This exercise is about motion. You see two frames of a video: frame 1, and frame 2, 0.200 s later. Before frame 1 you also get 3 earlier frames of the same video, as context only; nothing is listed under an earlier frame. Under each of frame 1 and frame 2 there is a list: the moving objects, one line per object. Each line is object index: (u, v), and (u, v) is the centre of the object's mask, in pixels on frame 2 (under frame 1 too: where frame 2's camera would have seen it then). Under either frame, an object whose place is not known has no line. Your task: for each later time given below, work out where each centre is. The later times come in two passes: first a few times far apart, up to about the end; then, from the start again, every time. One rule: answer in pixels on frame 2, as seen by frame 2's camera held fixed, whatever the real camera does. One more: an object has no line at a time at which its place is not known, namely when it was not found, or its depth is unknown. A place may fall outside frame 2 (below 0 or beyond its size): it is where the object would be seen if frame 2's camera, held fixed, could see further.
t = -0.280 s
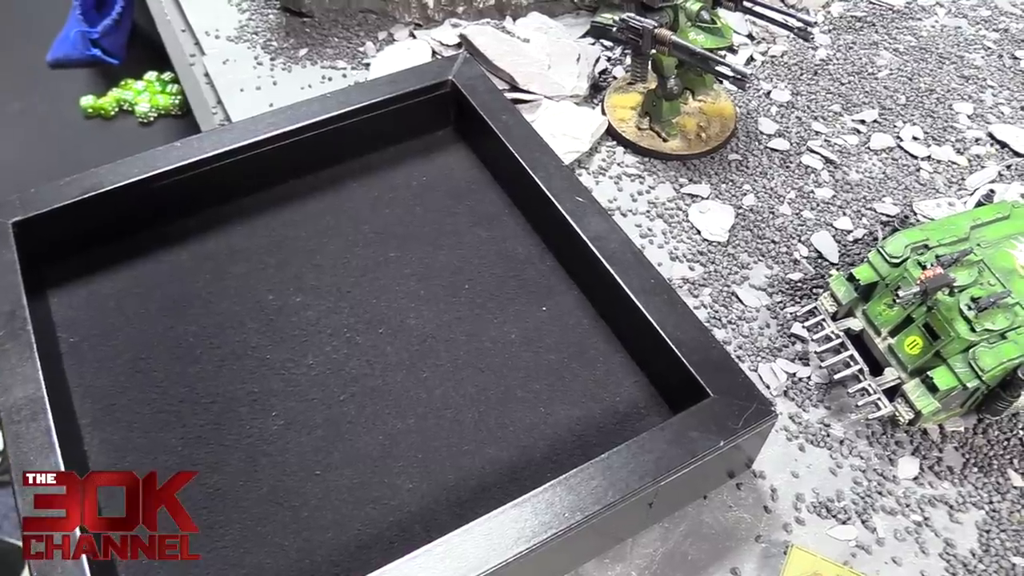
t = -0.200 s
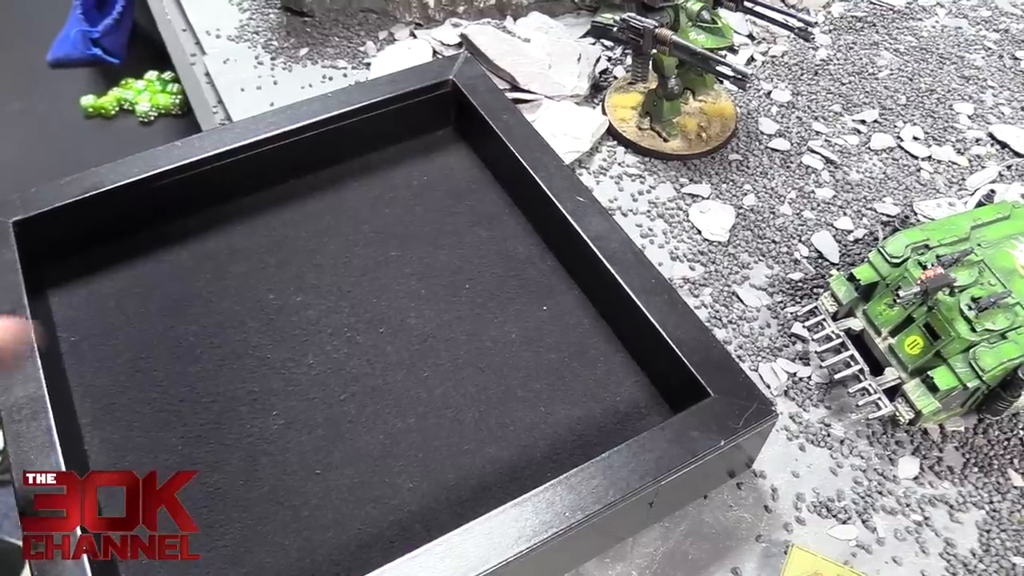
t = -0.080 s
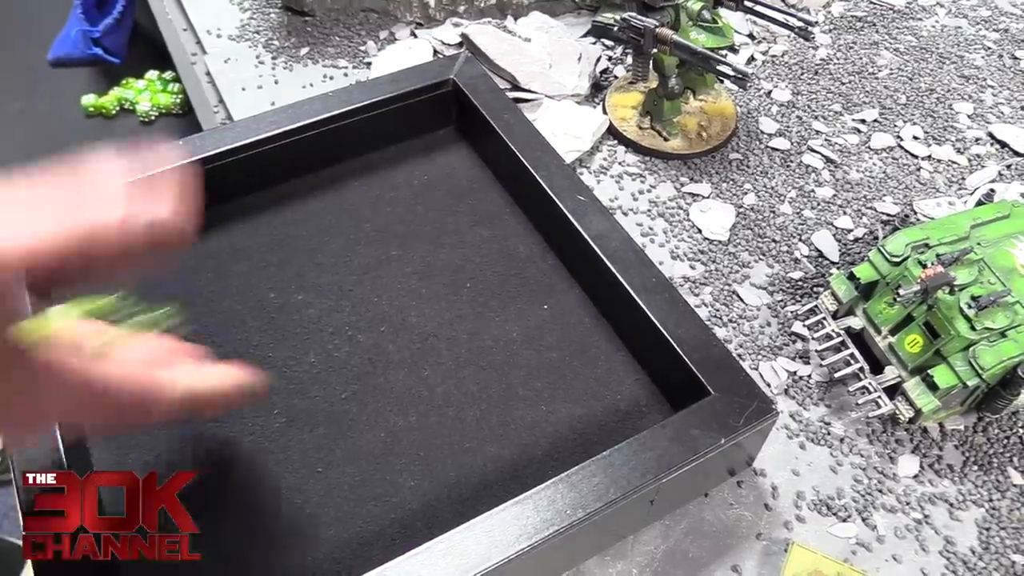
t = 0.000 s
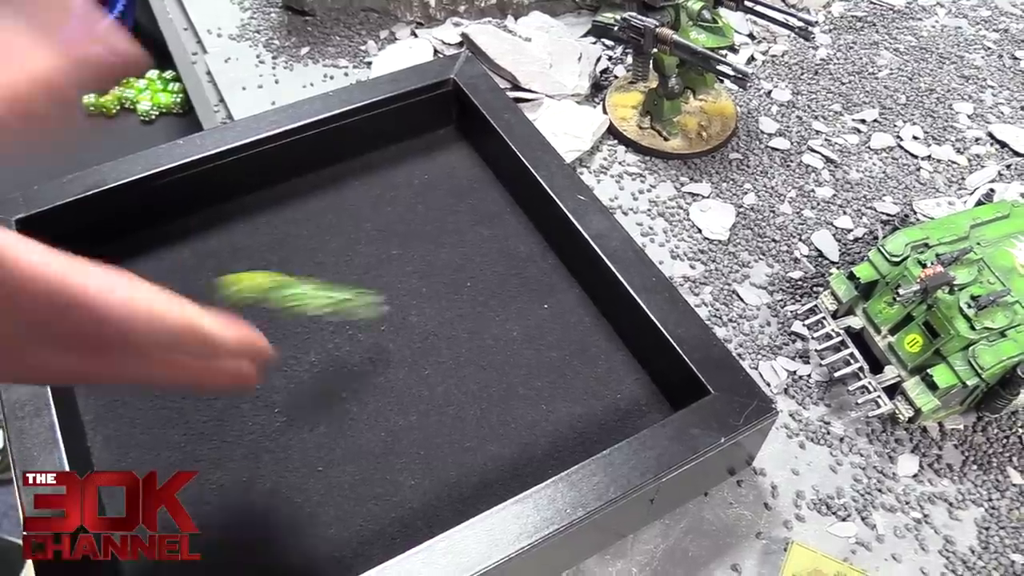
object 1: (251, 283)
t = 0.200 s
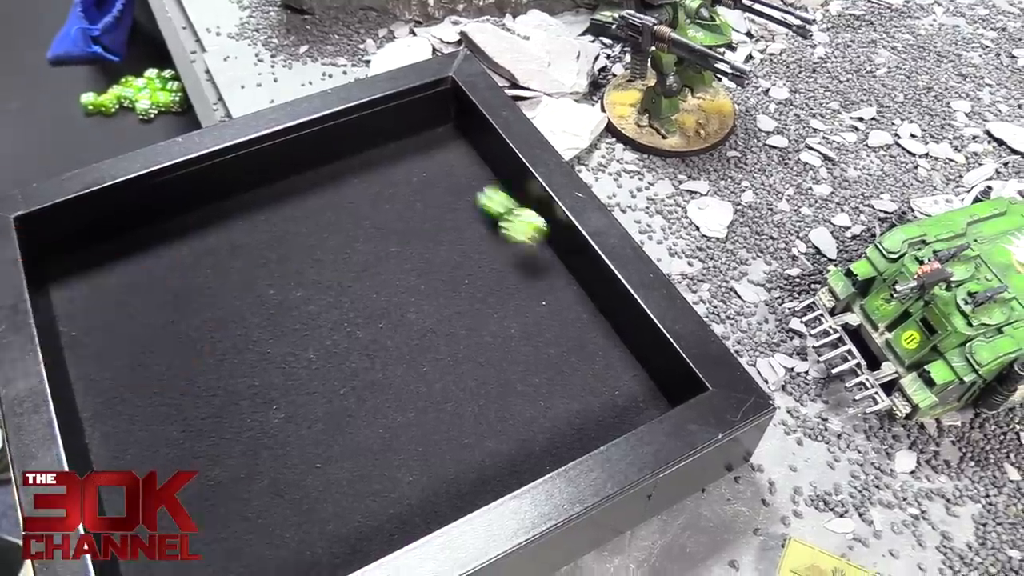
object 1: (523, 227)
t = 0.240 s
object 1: (537, 240)
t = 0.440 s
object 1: (518, 302)
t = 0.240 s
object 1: (537, 240)
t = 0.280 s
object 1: (536, 258)
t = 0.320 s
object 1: (530, 272)
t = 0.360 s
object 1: (524, 282)
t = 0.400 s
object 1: (519, 292)
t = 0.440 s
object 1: (518, 302)
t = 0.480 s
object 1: (515, 306)
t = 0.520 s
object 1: (516, 305)
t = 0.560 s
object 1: (517, 301)
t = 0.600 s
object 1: (518, 301)
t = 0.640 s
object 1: (518, 301)
